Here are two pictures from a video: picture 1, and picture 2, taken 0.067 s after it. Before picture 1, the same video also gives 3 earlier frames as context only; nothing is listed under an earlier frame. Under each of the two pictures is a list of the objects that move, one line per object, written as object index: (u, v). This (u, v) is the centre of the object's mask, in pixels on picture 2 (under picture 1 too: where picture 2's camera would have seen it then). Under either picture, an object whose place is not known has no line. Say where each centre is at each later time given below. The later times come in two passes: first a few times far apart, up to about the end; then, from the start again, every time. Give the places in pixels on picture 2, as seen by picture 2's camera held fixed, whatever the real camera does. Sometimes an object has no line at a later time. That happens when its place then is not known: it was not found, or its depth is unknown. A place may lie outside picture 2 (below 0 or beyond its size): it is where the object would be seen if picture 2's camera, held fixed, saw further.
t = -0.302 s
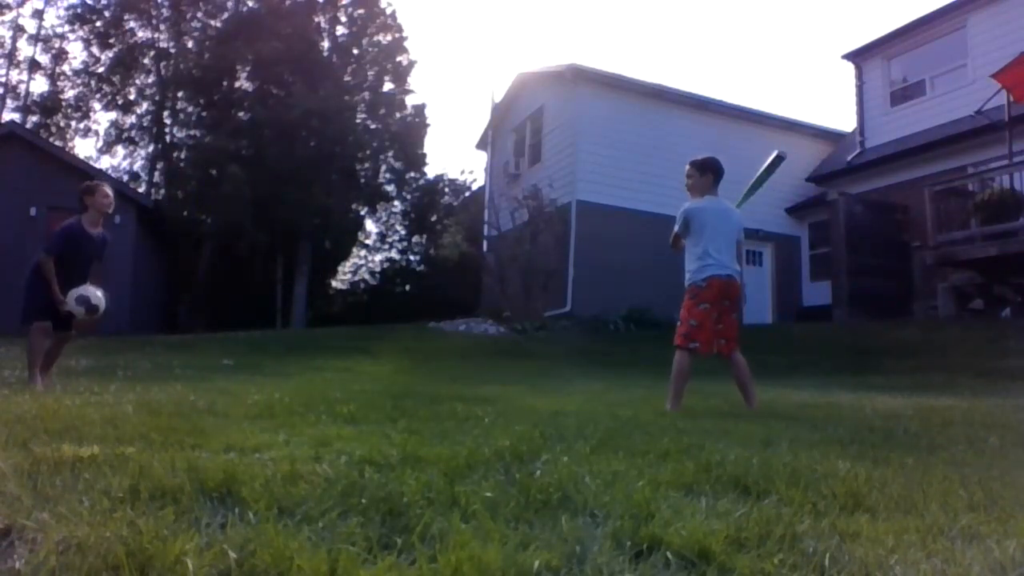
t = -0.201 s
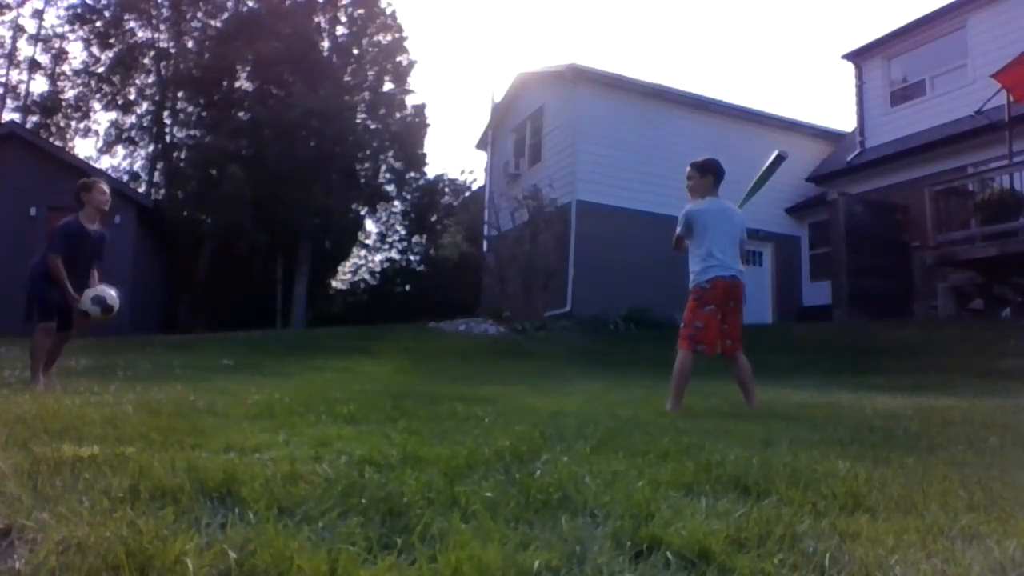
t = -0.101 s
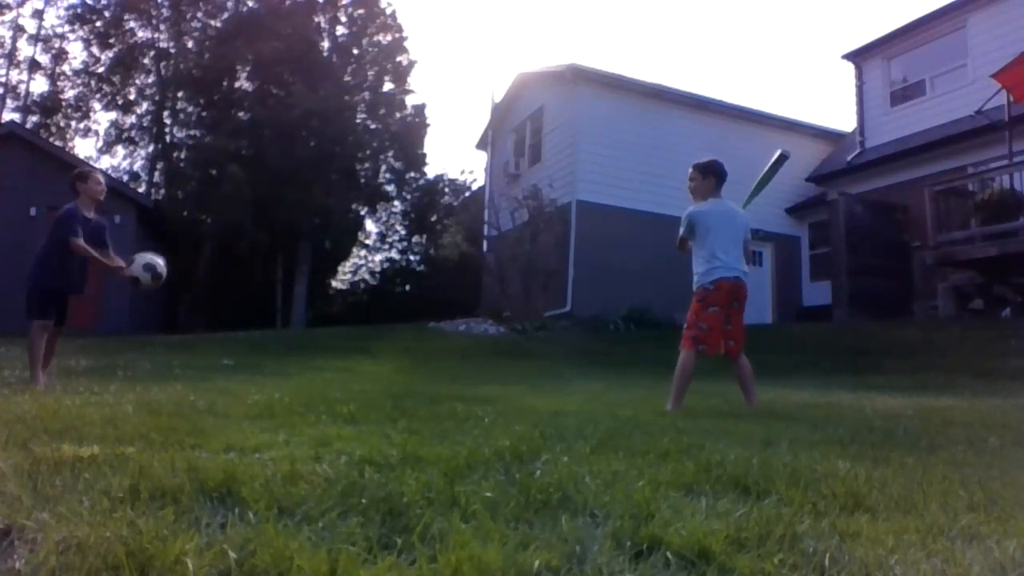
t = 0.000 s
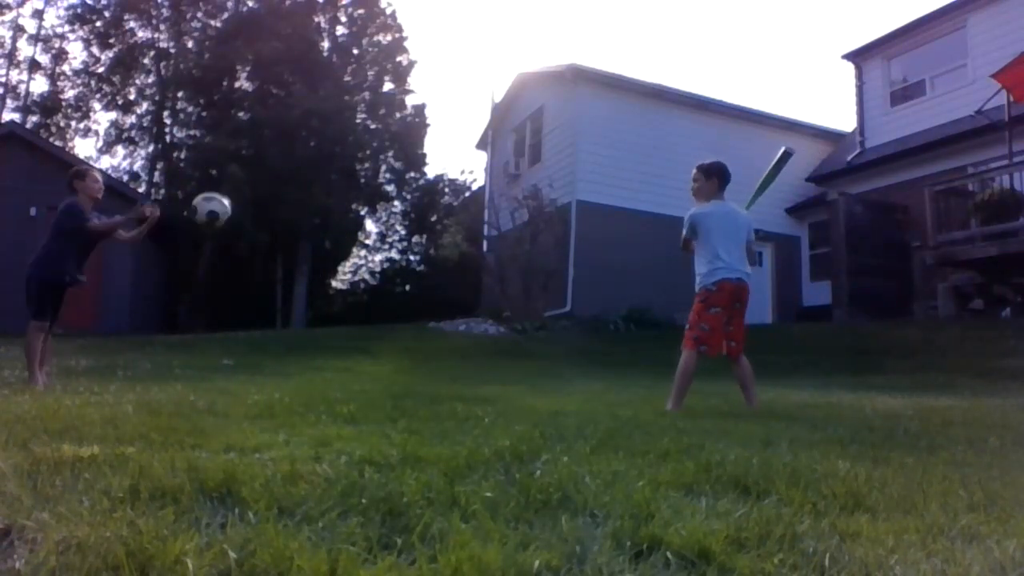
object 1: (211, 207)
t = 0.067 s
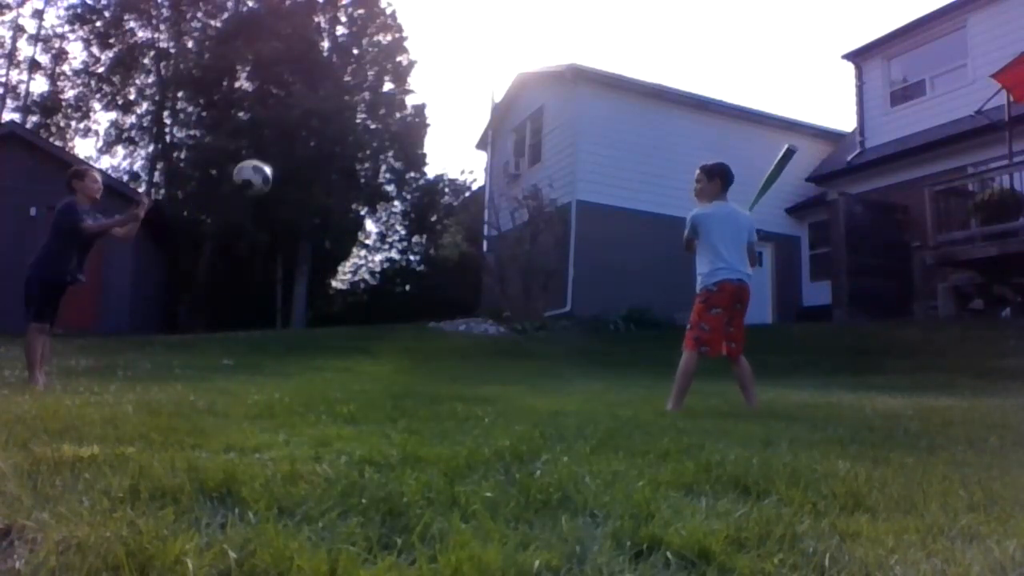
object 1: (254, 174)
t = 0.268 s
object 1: (370, 116)
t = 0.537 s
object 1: (511, 137)
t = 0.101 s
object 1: (273, 160)
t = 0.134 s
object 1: (293, 147)
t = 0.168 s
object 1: (313, 137)
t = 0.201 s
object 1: (332, 129)
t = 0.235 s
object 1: (351, 123)
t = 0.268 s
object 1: (370, 116)
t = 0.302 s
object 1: (389, 113)
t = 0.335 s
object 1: (406, 114)
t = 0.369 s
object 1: (422, 114)
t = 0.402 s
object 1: (440, 116)
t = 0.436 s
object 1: (459, 119)
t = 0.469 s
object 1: (478, 124)
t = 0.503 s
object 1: (495, 130)
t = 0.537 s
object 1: (511, 137)
